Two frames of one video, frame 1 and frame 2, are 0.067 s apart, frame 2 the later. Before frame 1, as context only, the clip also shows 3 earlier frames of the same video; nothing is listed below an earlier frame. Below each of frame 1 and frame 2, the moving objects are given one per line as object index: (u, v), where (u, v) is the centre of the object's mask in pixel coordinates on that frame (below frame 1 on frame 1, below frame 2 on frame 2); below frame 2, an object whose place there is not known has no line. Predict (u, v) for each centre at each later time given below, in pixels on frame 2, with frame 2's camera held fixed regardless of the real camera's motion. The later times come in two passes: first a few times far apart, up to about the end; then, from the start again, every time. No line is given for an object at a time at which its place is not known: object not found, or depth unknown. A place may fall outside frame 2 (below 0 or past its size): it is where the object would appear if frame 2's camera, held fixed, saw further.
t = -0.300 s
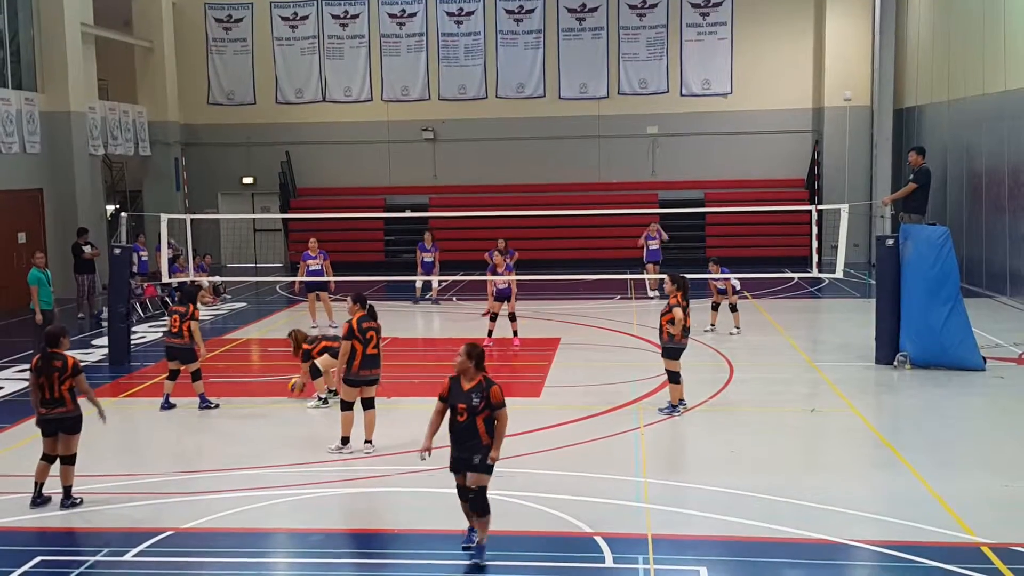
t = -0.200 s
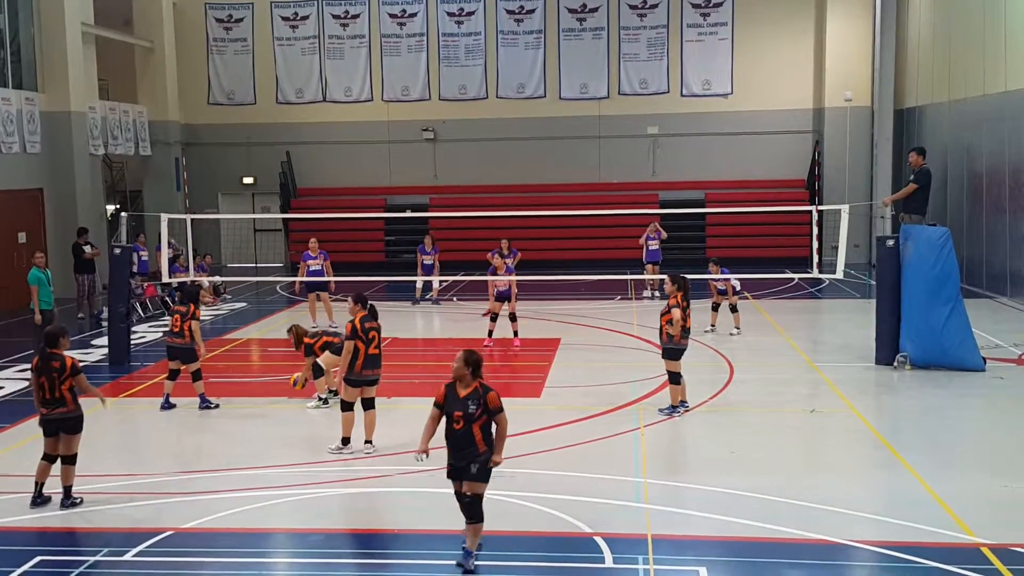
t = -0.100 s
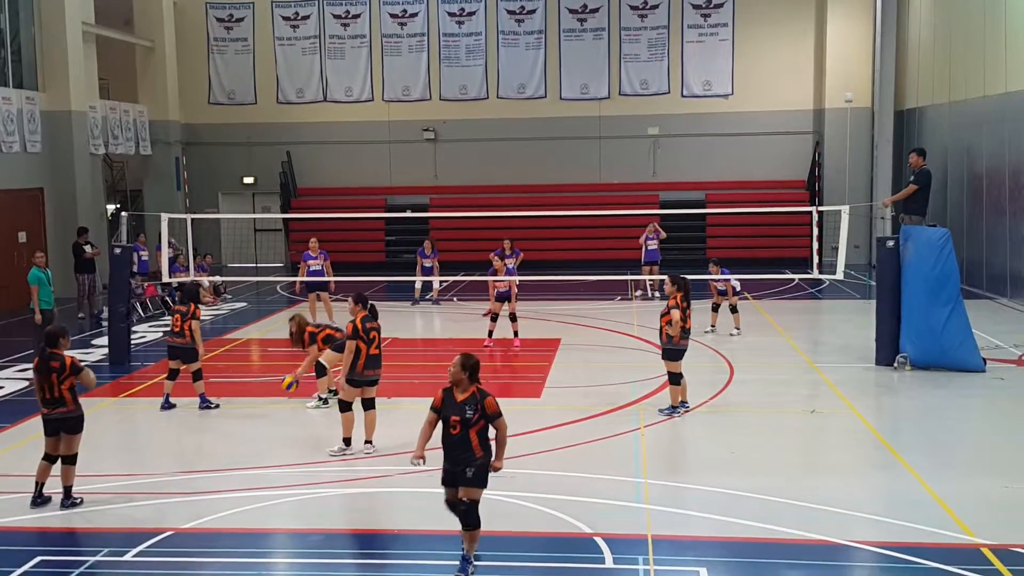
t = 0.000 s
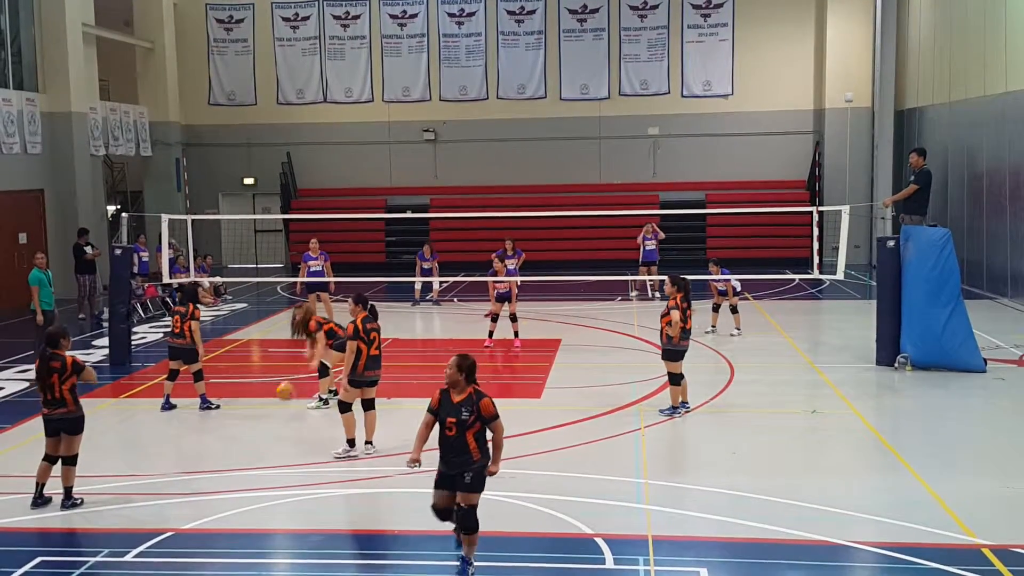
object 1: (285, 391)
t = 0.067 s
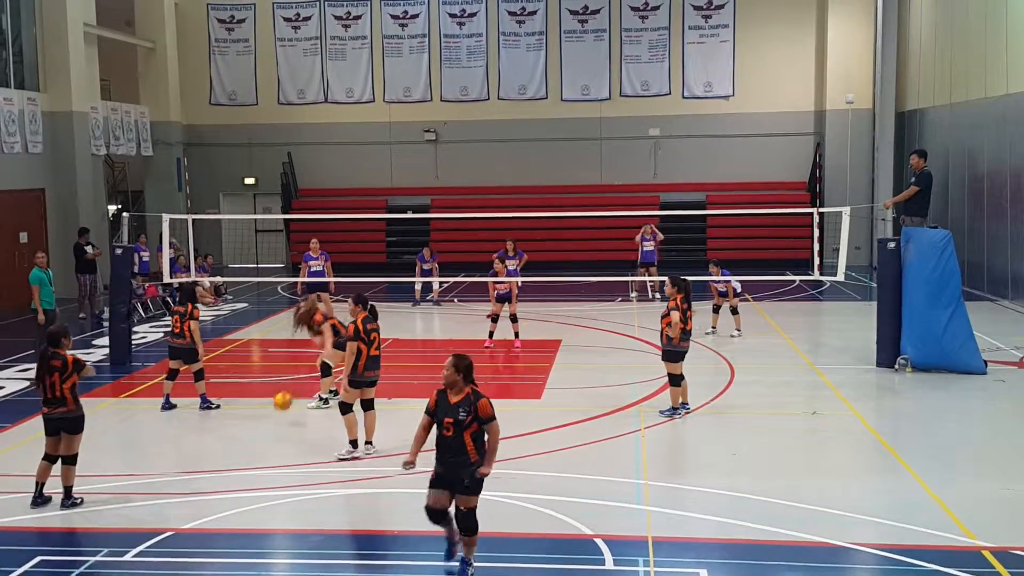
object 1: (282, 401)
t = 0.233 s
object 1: (276, 428)
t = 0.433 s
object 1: (268, 440)
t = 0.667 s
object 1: (258, 472)
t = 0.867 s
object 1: (250, 509)
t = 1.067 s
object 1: (236, 533)
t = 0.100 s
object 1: (282, 408)
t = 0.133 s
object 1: (280, 417)
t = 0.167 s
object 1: (278, 426)
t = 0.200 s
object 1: (277, 430)
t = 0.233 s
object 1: (276, 428)
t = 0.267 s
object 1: (274, 427)
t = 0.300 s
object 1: (273, 428)
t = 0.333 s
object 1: (272, 429)
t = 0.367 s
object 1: (271, 432)
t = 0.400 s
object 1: (269, 435)
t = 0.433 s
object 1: (268, 440)
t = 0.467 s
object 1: (267, 447)
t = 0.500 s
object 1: (266, 454)
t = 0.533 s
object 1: (265, 463)
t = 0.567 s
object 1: (264, 471)
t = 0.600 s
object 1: (262, 470)
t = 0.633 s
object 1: (260, 471)
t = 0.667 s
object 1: (258, 472)
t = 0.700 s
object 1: (257, 475)
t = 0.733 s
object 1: (256, 478)
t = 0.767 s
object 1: (254, 484)
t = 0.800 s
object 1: (253, 491)
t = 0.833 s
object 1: (251, 499)
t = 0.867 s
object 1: (250, 509)
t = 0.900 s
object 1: (249, 516)
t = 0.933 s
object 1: (247, 517)
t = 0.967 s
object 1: (245, 518)
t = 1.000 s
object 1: (241, 522)
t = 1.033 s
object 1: (238, 527)
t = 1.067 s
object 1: (236, 533)
